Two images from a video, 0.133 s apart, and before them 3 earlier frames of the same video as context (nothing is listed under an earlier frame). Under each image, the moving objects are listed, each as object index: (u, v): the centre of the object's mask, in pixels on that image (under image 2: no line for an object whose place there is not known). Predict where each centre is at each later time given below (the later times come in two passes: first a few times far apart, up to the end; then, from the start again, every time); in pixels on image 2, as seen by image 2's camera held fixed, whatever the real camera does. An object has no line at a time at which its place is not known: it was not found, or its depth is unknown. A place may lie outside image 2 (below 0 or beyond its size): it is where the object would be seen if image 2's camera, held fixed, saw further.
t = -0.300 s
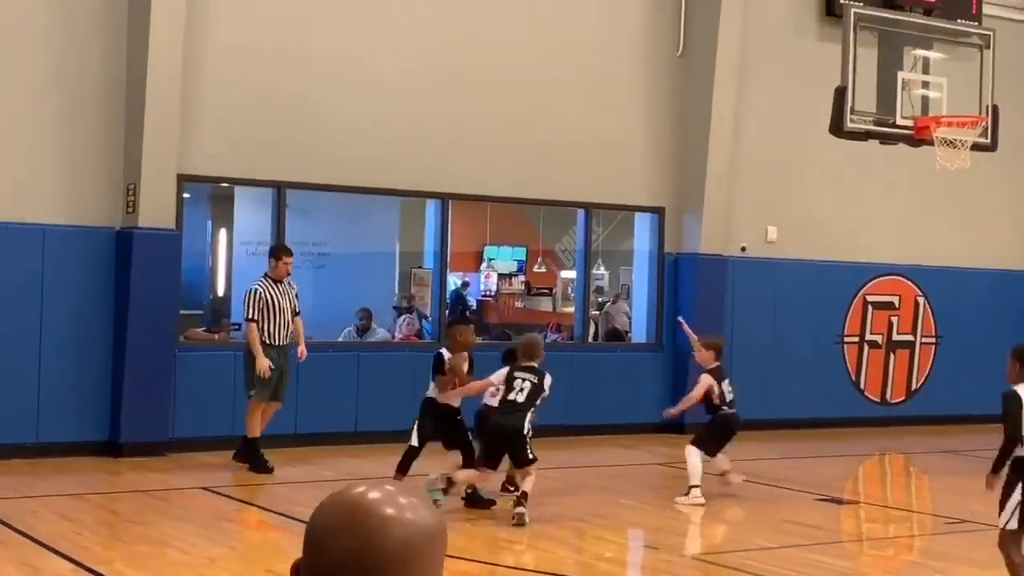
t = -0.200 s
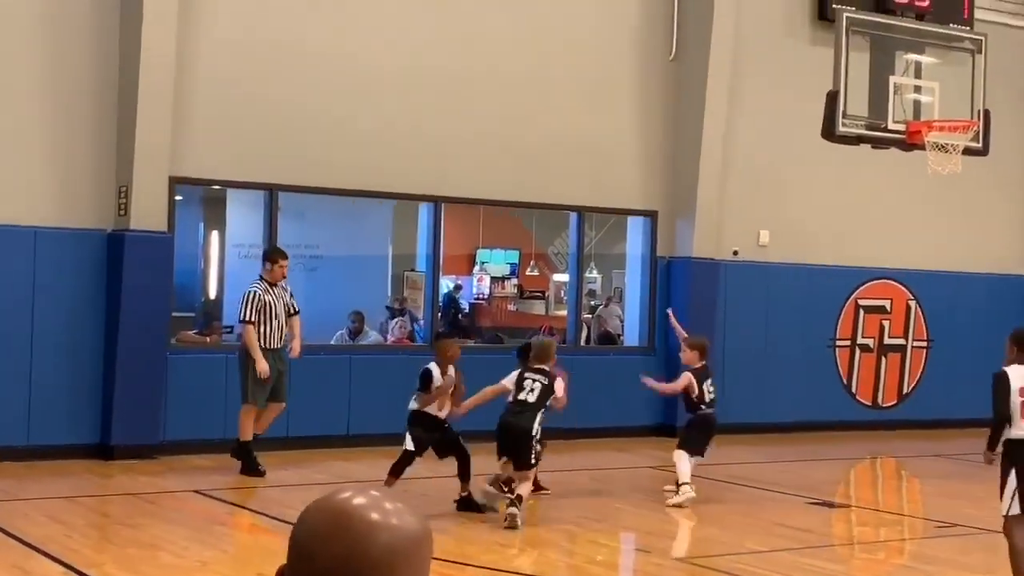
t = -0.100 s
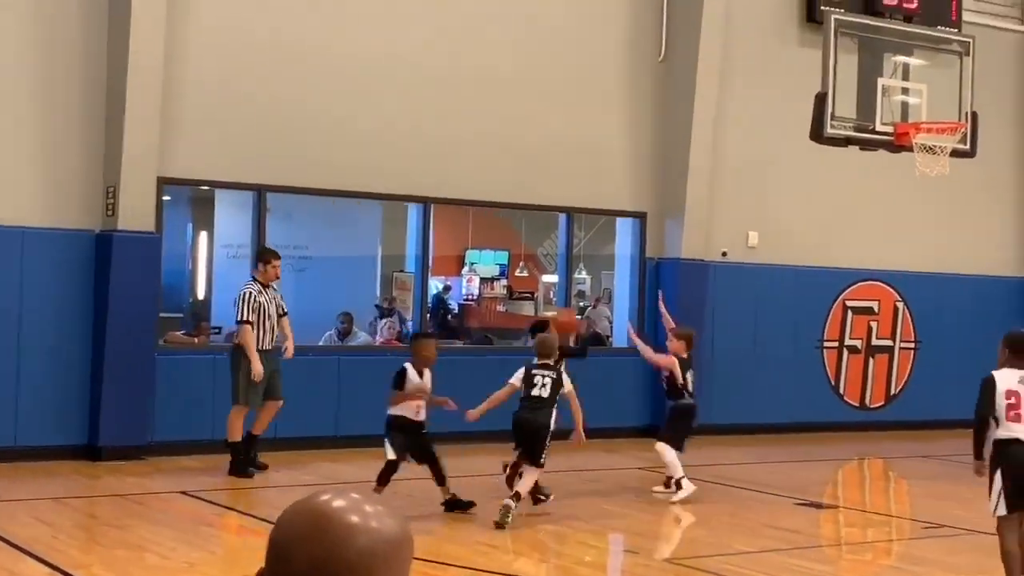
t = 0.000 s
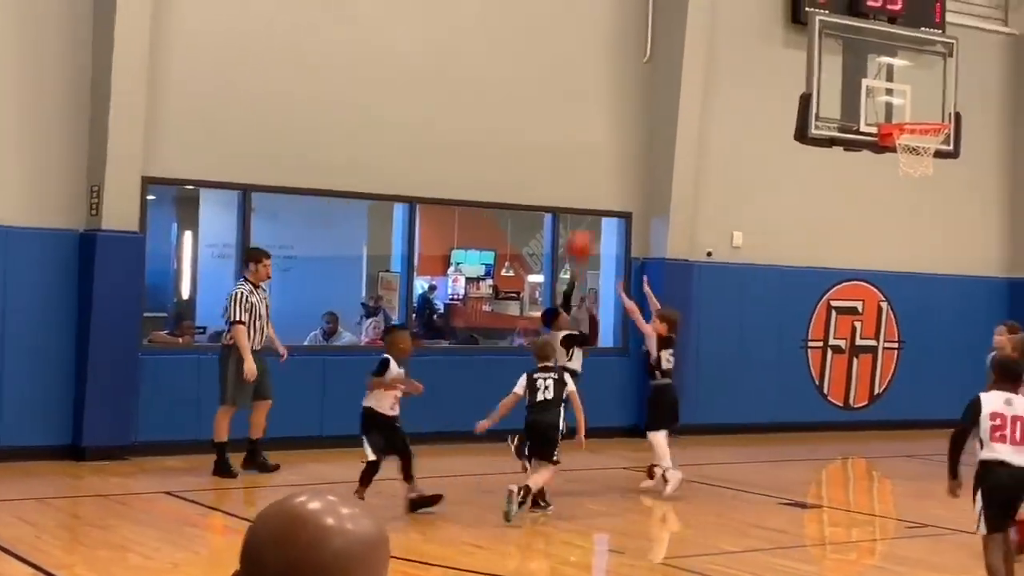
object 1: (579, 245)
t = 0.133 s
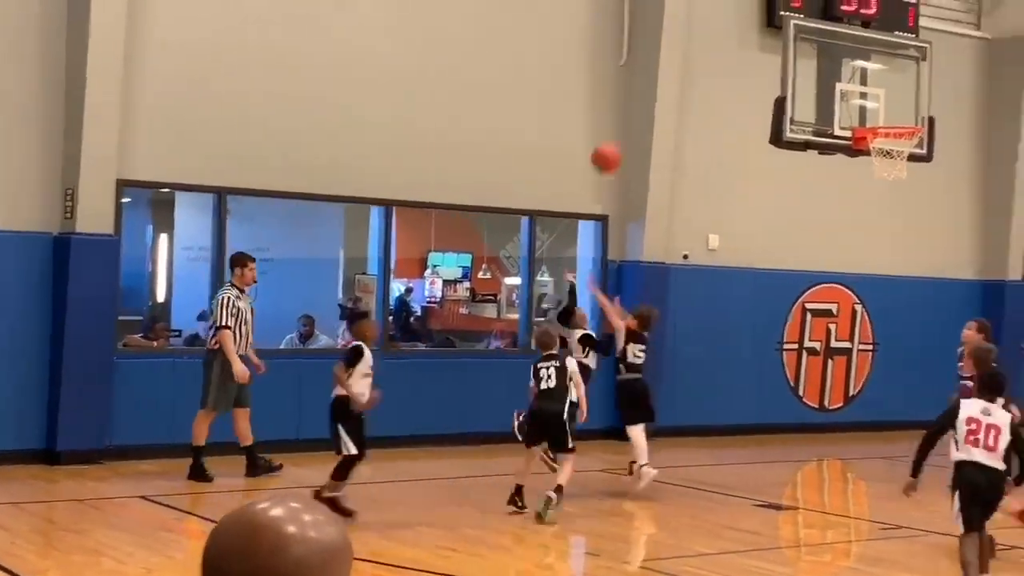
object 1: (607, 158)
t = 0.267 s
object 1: (655, 92)
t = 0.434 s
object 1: (712, 42)
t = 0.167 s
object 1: (619, 139)
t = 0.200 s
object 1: (631, 122)
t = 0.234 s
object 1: (643, 106)
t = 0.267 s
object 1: (655, 92)
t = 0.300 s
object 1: (667, 79)
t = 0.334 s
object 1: (679, 67)
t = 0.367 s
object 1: (690, 57)
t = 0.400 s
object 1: (701, 49)
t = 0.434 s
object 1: (712, 42)
